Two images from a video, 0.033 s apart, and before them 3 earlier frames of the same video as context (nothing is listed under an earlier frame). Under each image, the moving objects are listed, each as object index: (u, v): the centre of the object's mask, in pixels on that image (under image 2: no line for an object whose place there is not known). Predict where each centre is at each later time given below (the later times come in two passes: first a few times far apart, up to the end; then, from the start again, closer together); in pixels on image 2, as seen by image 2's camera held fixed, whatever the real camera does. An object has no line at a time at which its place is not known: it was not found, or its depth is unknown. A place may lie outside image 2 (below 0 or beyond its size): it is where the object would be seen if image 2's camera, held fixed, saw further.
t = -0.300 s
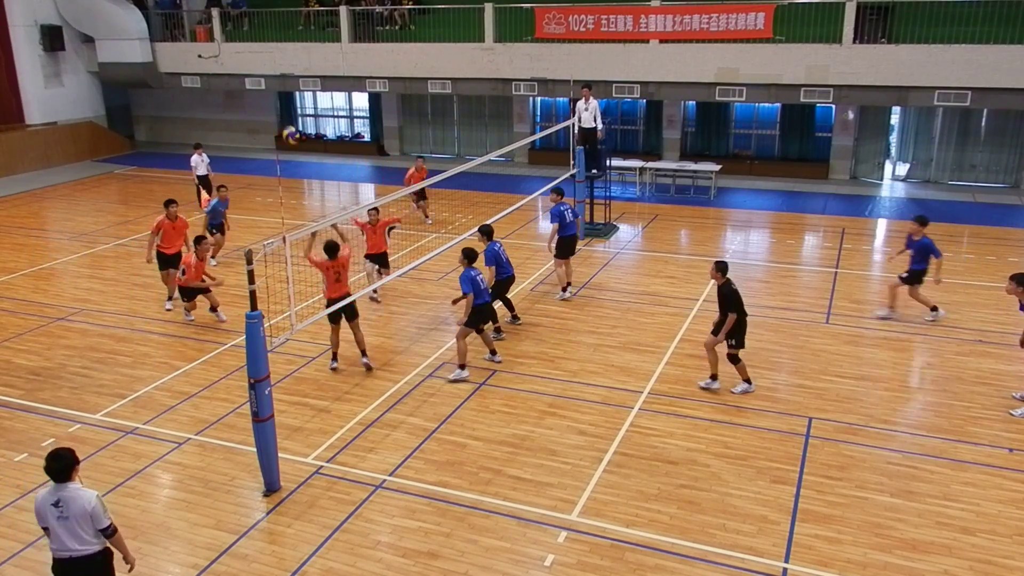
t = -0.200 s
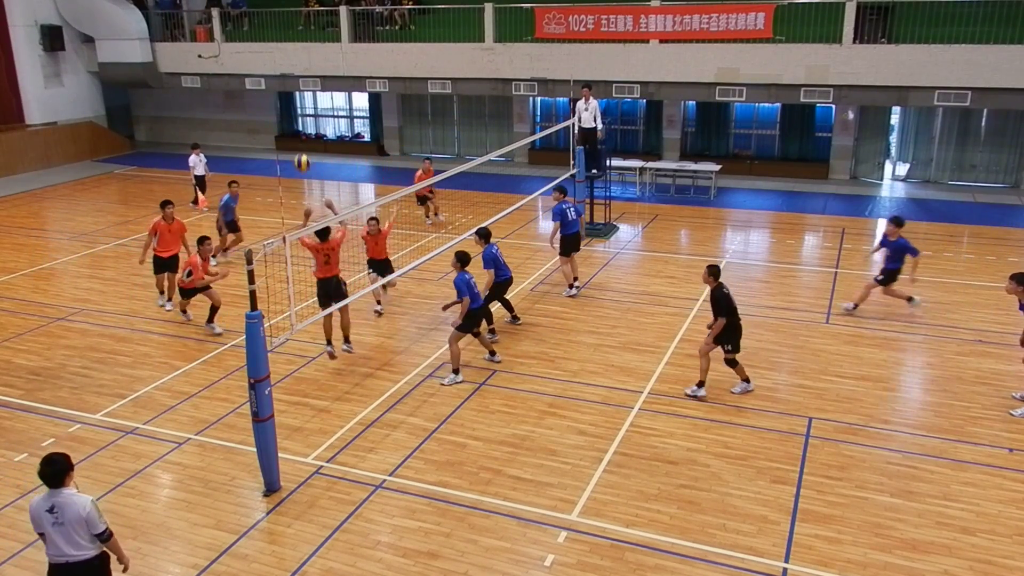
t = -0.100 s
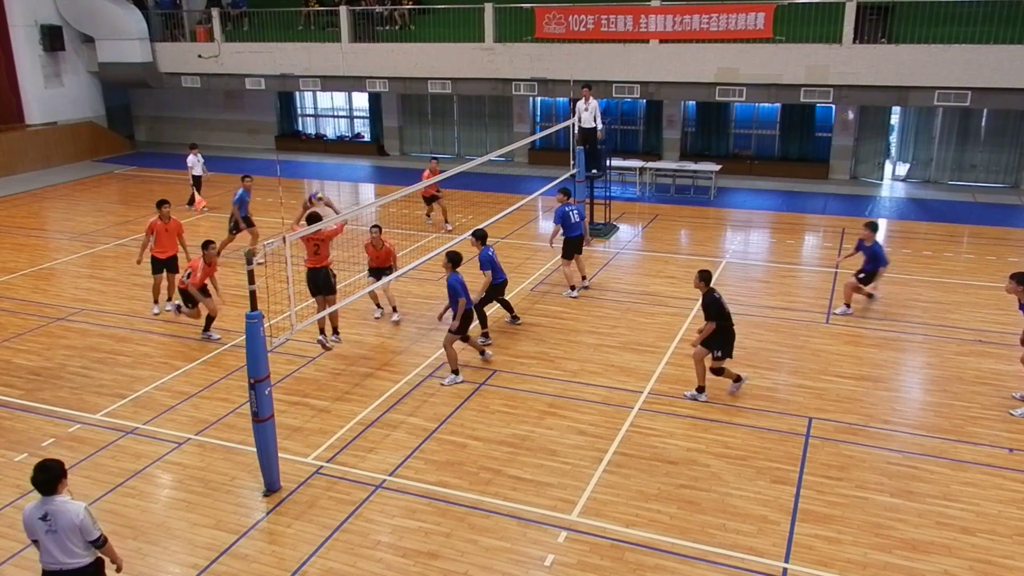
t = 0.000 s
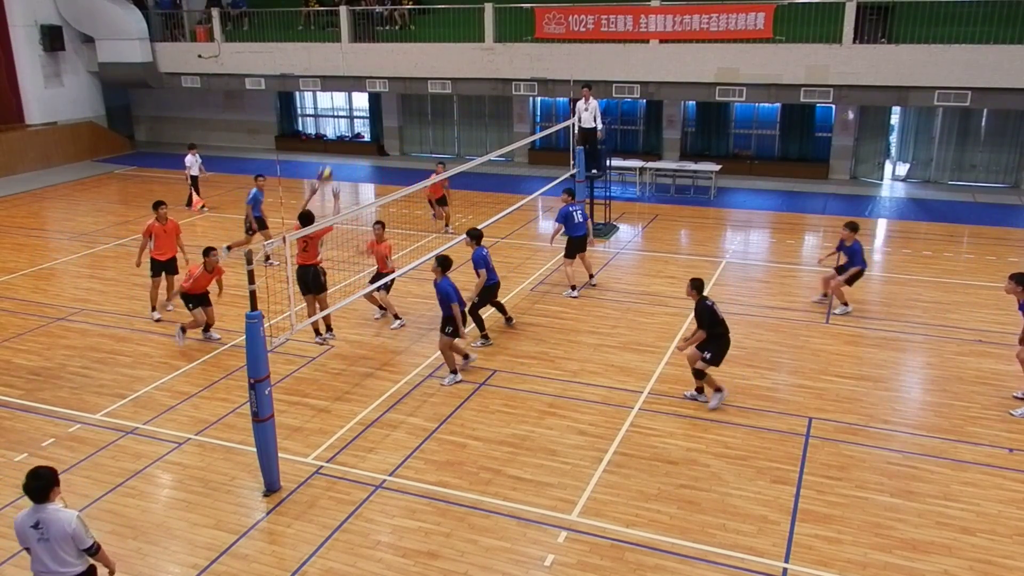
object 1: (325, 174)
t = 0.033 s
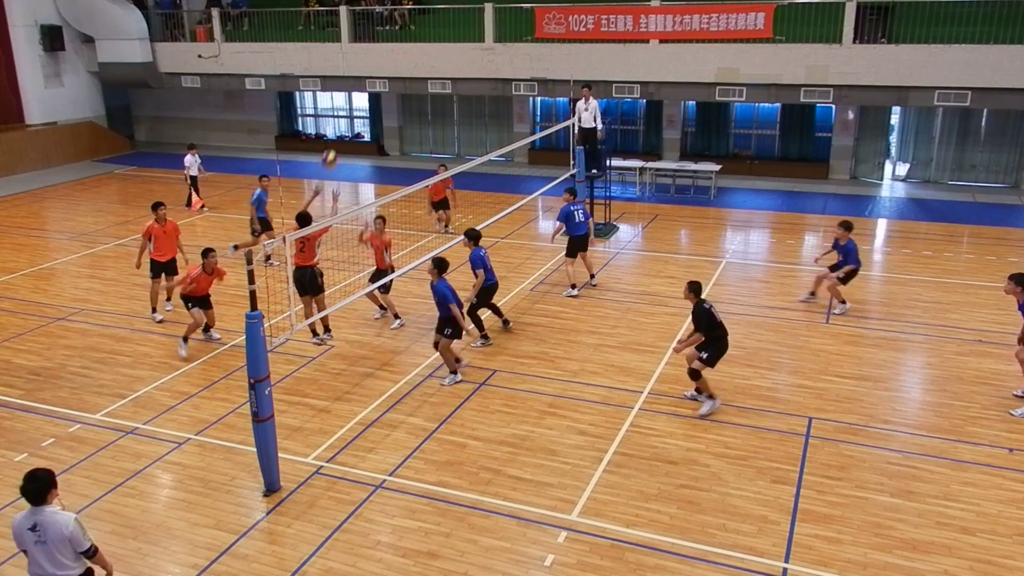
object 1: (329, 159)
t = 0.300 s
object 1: (366, 70)
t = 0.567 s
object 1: (401, 42)
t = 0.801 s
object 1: (429, 60)
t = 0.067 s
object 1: (335, 145)
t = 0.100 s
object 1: (339, 132)
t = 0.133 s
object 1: (344, 118)
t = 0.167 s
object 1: (348, 107)
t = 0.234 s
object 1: (358, 85)
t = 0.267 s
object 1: (362, 78)
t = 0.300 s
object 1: (366, 70)
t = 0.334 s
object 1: (371, 63)
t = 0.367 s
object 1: (375, 58)
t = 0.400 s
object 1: (380, 53)
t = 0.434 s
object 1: (384, 49)
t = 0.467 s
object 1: (389, 45)
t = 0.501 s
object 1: (393, 43)
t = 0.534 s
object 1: (397, 42)
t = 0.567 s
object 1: (401, 42)
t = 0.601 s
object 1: (405, 42)
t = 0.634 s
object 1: (409, 43)
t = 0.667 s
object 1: (413, 45)
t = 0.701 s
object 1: (417, 48)
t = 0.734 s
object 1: (421, 51)
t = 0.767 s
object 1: (425, 55)
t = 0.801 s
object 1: (429, 60)
